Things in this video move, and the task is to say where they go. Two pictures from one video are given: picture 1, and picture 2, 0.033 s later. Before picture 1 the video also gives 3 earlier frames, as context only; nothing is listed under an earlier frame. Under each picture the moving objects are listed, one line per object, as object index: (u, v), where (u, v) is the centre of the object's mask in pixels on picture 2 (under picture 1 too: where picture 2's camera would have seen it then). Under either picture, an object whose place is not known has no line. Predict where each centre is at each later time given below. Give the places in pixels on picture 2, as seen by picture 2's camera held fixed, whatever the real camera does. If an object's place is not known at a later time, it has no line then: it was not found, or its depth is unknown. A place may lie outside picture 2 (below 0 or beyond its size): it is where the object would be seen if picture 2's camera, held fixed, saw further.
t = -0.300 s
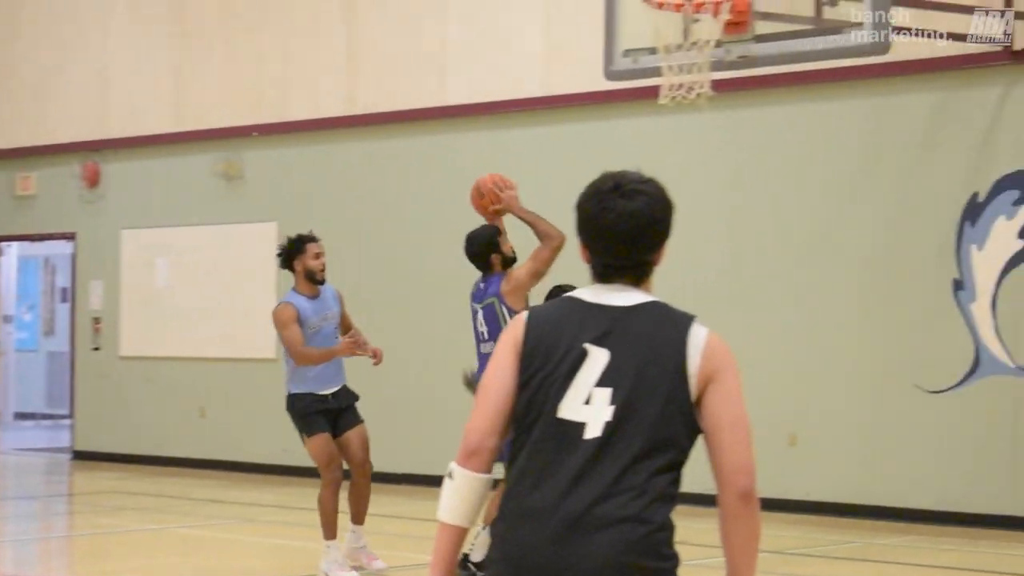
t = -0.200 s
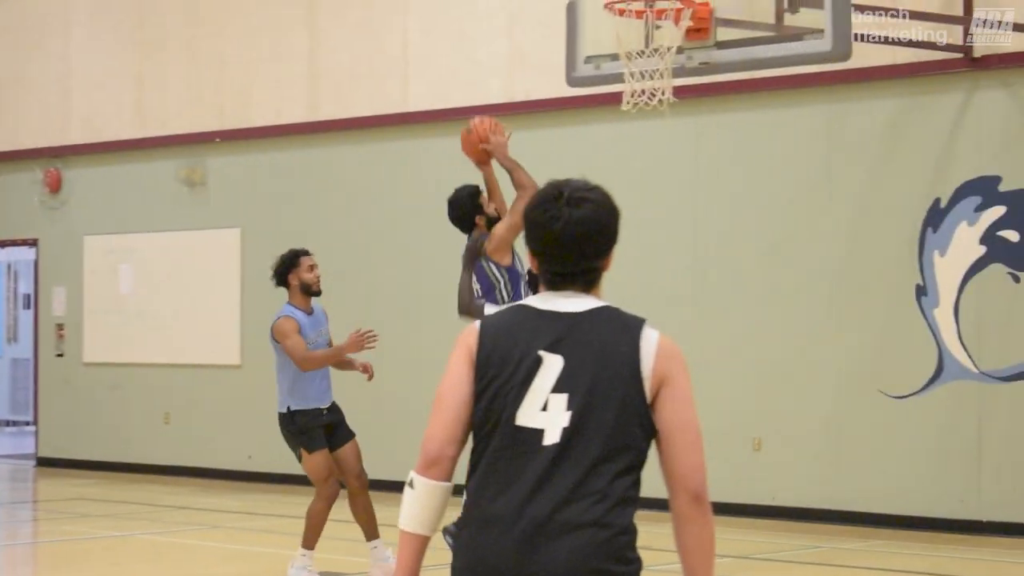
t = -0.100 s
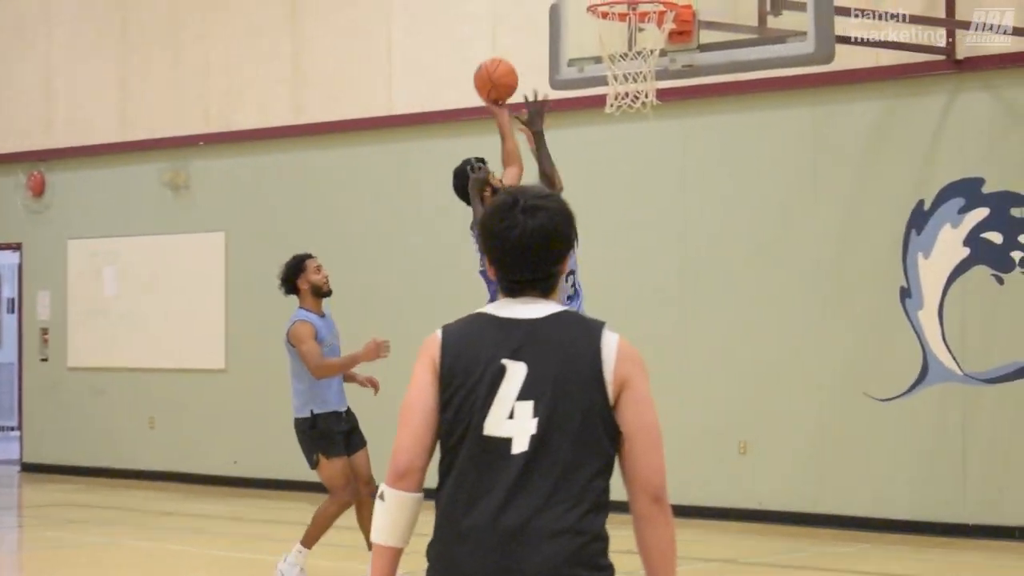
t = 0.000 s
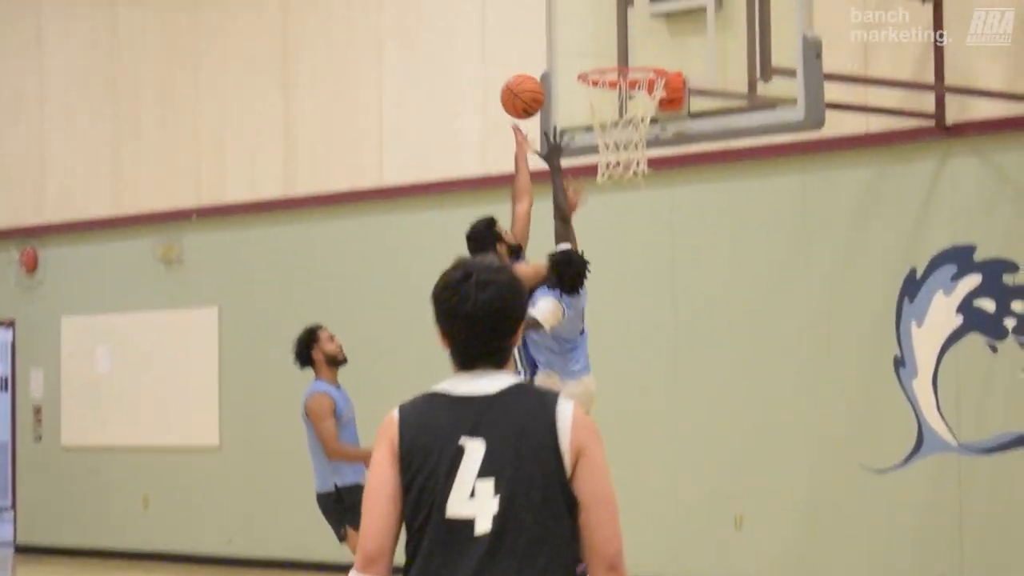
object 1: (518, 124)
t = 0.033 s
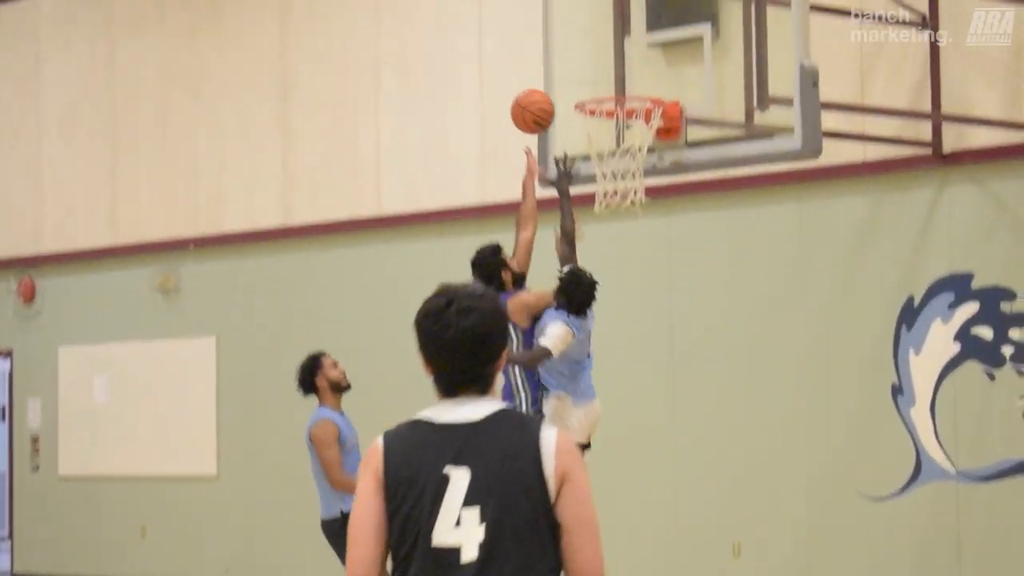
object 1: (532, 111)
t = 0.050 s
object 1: (538, 105)
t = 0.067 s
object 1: (545, 99)
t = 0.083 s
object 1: (551, 94)
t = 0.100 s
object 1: (558, 89)
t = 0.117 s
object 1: (565, 85)
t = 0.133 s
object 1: (572, 80)
